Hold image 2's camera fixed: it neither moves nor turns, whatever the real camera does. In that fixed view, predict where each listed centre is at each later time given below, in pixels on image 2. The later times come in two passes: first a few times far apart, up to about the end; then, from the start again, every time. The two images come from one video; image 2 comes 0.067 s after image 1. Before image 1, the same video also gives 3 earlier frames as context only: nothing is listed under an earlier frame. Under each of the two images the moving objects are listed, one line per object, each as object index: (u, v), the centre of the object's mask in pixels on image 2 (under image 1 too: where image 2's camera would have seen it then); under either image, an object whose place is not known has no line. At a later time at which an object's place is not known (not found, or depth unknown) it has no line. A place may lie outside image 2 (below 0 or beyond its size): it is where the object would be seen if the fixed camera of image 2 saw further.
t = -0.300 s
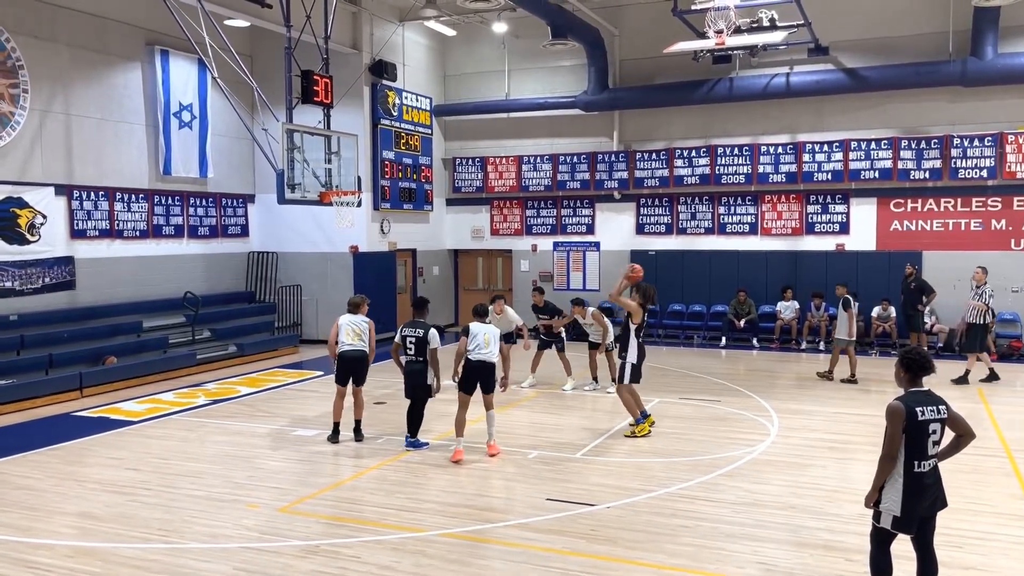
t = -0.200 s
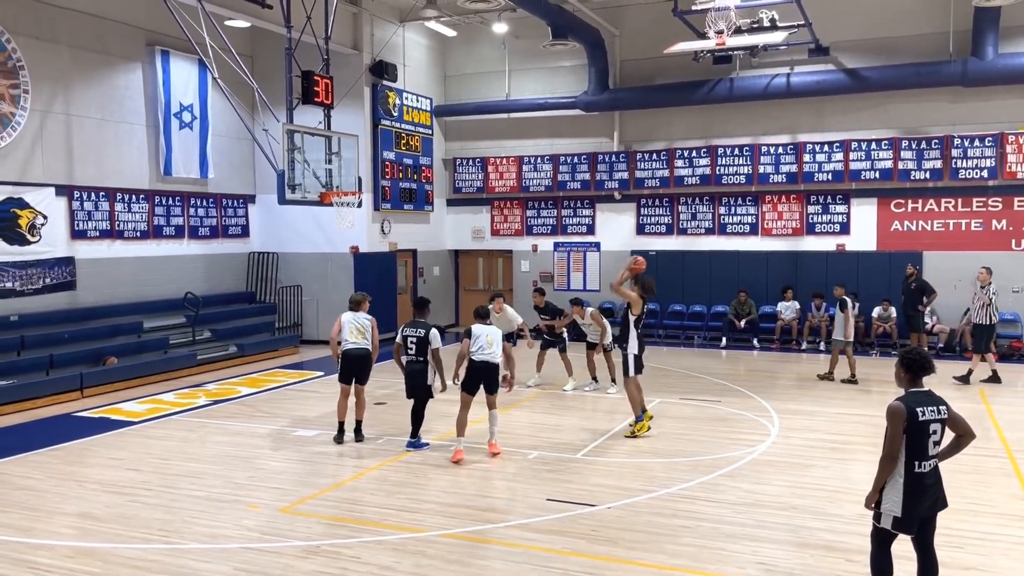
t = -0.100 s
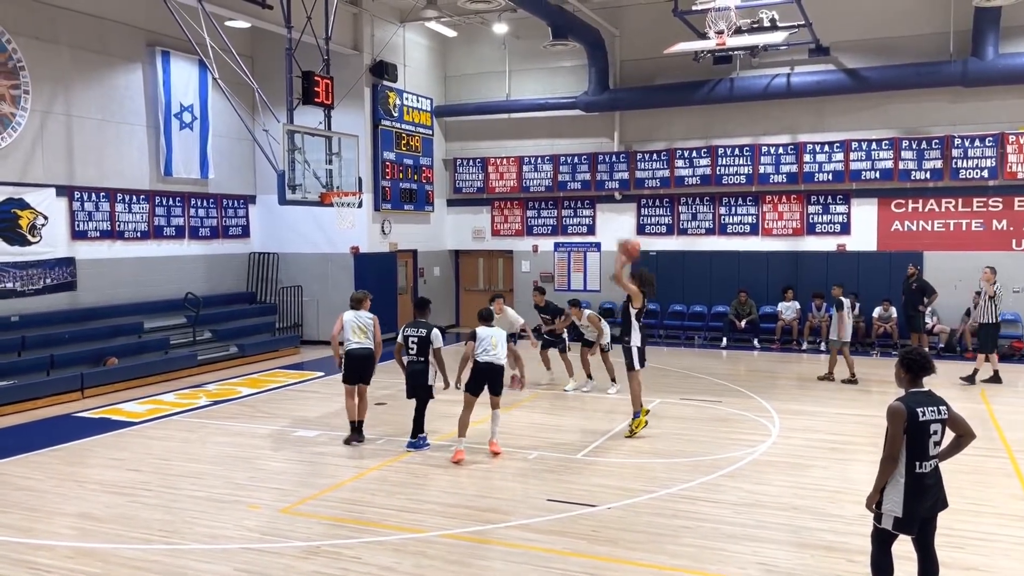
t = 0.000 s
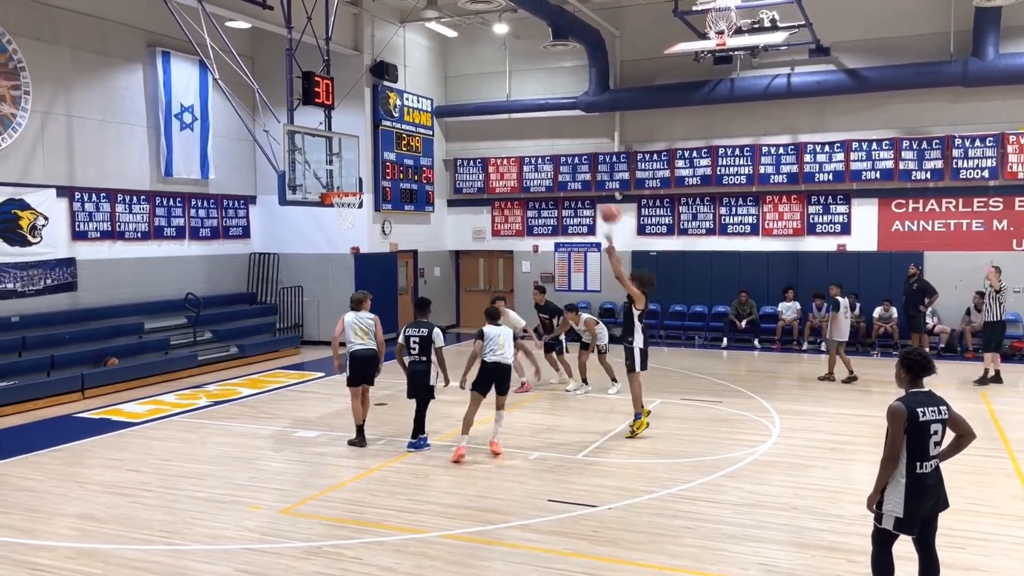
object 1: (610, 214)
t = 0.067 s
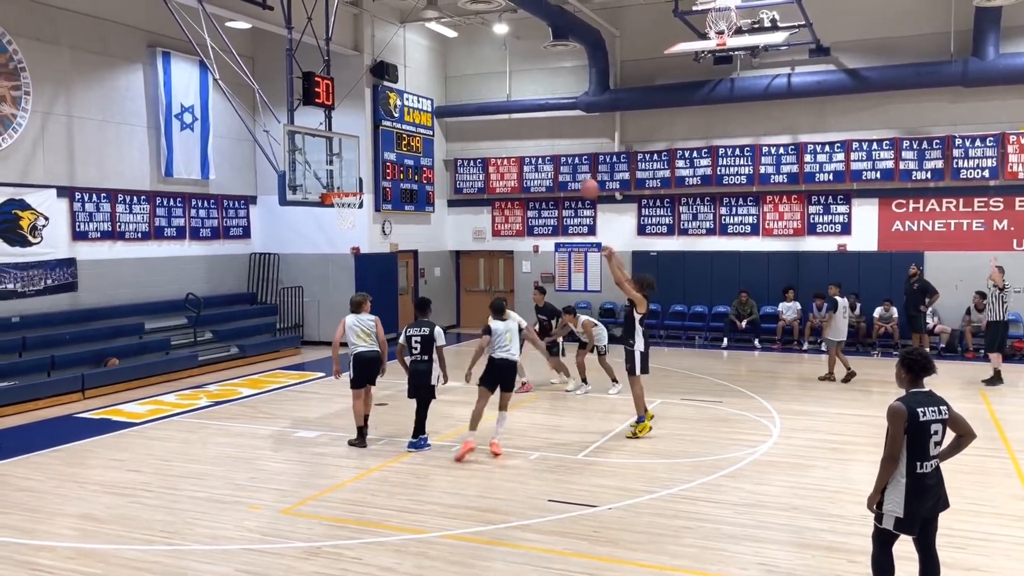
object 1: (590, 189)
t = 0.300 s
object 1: (517, 129)
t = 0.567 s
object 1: (443, 116)
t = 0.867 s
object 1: (368, 161)
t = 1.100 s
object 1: (353, 220)
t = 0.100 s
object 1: (579, 178)
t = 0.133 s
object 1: (568, 167)
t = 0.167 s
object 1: (558, 158)
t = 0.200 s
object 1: (546, 149)
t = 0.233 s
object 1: (537, 141)
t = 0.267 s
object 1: (527, 135)
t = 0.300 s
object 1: (517, 129)
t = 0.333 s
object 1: (508, 126)
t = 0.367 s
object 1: (498, 122)
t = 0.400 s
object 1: (488, 118)
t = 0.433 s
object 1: (478, 116)
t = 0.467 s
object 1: (469, 114)
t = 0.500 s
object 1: (460, 114)
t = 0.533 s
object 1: (451, 115)
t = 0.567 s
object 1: (443, 116)
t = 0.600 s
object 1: (434, 119)
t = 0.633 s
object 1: (425, 121)
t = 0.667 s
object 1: (416, 125)
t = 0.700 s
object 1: (408, 128)
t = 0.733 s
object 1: (399, 134)
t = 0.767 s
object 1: (390, 139)
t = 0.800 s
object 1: (383, 145)
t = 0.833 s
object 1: (375, 152)
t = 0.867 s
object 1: (368, 161)
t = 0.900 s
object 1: (360, 169)
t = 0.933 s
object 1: (353, 178)
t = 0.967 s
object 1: (346, 186)
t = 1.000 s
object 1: (343, 194)
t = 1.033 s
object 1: (345, 205)
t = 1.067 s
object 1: (349, 216)
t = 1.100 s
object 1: (353, 220)
